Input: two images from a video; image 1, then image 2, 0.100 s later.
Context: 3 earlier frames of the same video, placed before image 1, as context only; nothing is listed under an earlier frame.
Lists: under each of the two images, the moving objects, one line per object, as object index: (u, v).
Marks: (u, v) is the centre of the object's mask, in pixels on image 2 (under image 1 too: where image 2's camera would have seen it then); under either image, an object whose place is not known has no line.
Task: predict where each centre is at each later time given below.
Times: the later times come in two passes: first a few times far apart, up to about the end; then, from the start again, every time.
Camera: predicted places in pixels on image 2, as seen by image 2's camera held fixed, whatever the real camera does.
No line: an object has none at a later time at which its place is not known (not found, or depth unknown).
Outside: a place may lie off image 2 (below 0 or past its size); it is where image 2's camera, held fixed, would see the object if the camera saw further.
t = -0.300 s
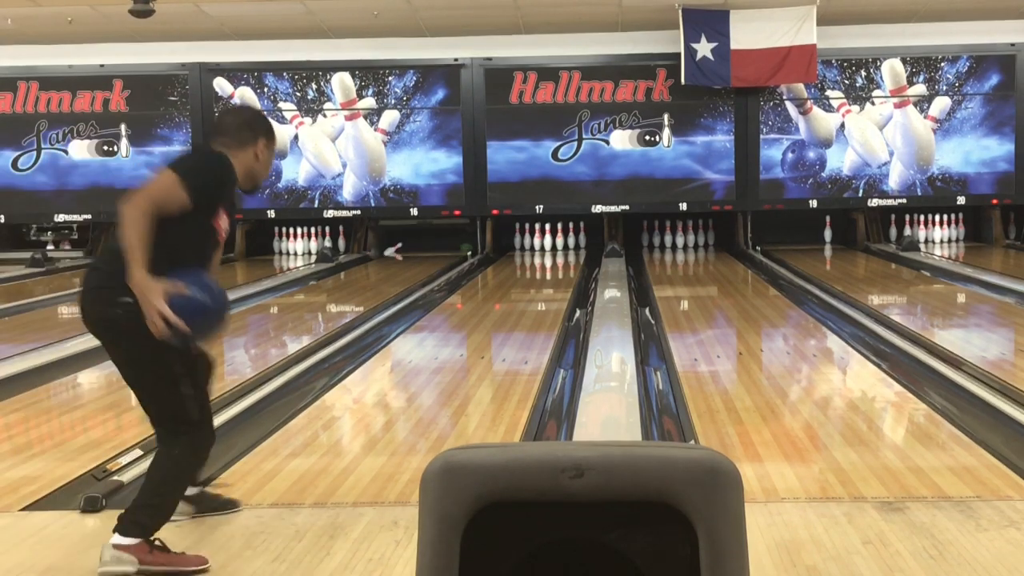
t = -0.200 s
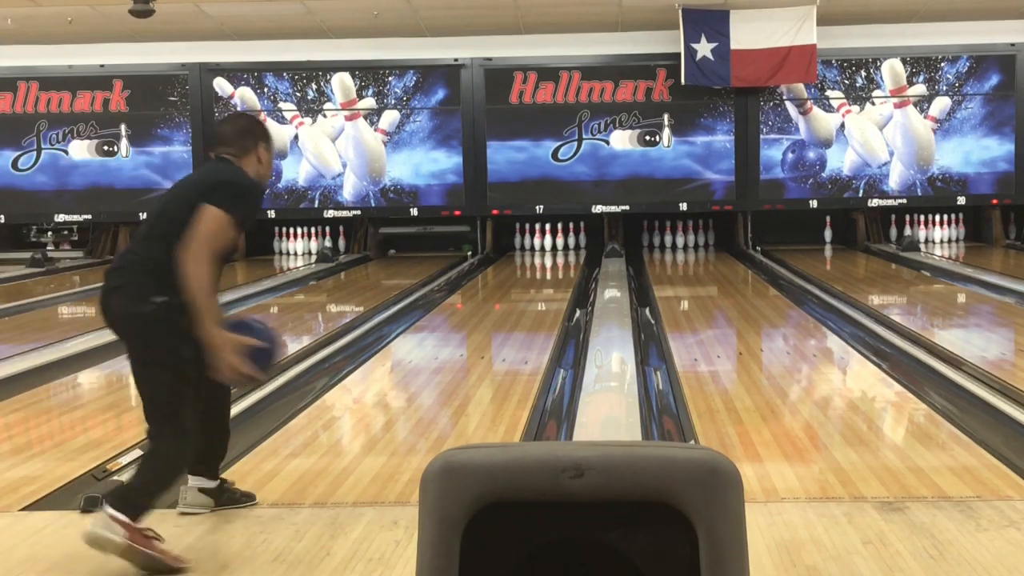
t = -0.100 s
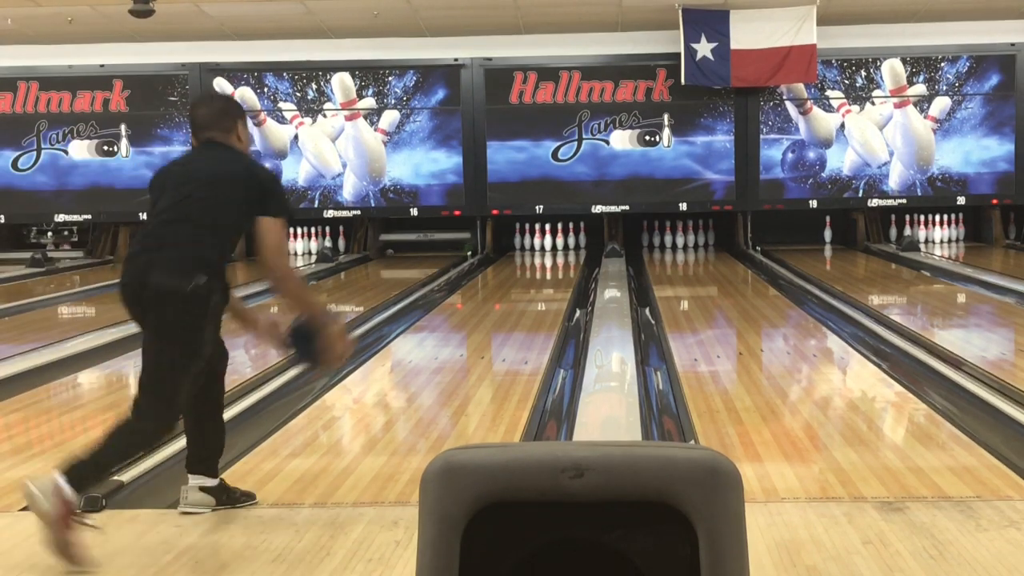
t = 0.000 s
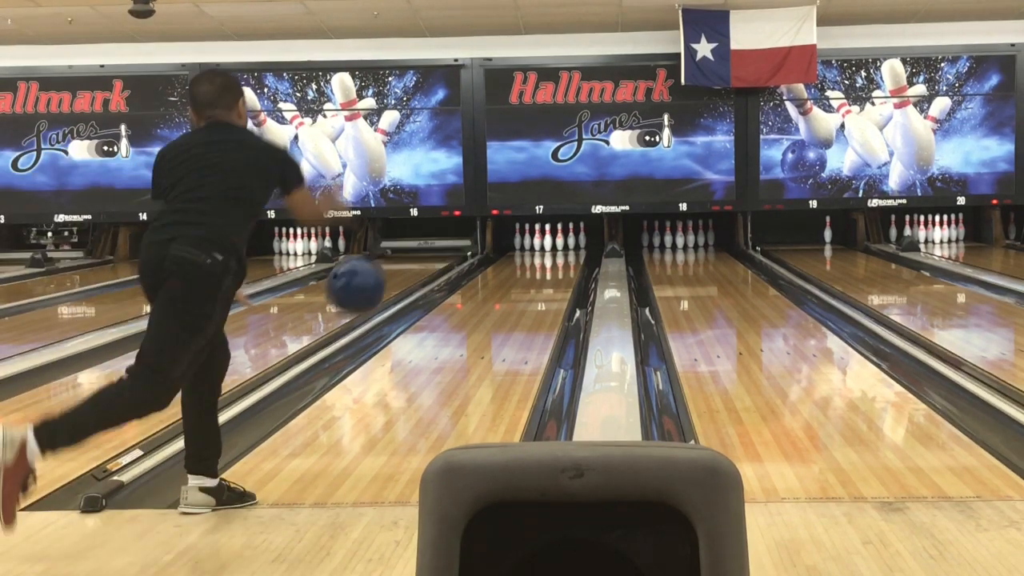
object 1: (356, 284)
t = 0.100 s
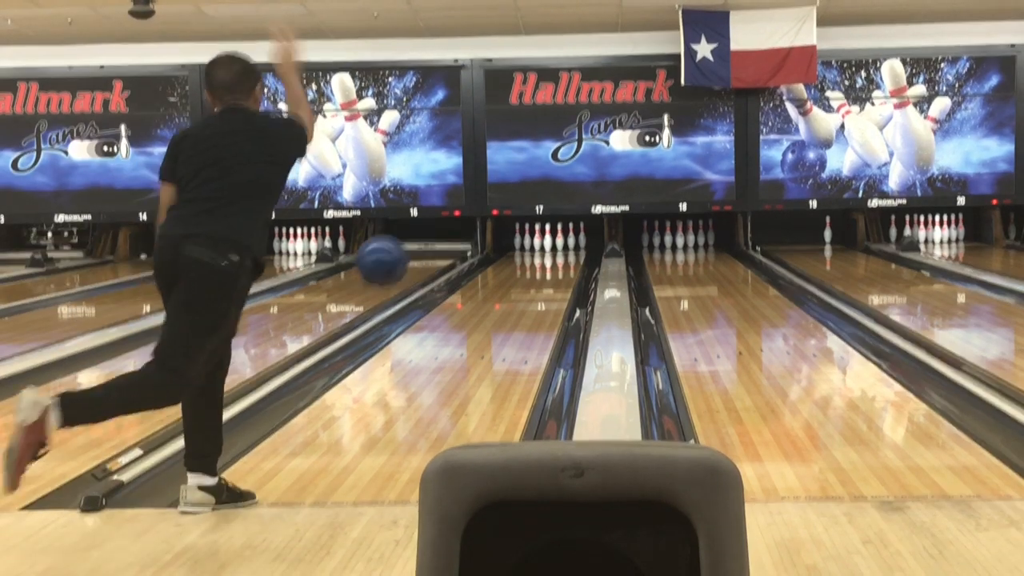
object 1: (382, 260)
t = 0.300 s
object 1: (422, 283)
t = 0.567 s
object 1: (462, 335)
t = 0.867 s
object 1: (489, 314)
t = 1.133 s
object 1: (506, 296)
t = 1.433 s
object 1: (519, 281)
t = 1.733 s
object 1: (529, 270)
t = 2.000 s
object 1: (534, 261)
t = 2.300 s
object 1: (536, 253)
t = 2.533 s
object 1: (535, 249)
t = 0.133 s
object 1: (389, 258)
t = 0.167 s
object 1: (396, 259)
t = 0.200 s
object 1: (403, 262)
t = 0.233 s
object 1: (410, 267)
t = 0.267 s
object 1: (416, 273)
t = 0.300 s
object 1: (422, 283)
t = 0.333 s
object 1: (429, 296)
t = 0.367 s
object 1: (435, 308)
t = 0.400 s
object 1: (439, 321)
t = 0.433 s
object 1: (444, 336)
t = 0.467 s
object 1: (450, 352)
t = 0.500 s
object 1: (454, 345)
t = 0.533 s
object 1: (458, 339)
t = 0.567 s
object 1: (462, 335)
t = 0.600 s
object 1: (465, 332)
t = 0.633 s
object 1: (468, 331)
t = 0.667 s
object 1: (472, 331)
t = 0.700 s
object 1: (475, 327)
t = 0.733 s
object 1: (478, 325)
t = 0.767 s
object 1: (481, 322)
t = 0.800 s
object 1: (484, 319)
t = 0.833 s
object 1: (487, 316)
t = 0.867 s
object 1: (489, 314)
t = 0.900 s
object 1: (491, 312)
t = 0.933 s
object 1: (494, 309)
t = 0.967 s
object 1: (497, 306)
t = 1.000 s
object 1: (499, 304)
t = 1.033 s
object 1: (500, 302)
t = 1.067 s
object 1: (502, 300)
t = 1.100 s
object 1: (504, 298)
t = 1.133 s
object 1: (506, 296)
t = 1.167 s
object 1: (508, 294)
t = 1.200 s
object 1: (510, 292)
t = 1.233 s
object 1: (511, 291)
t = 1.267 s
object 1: (512, 289)
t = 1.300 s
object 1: (514, 288)
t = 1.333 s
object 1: (516, 286)
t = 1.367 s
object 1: (517, 284)
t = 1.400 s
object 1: (518, 283)
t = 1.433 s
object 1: (519, 281)
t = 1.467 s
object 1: (520, 280)
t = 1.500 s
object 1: (522, 279)
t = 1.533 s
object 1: (523, 278)
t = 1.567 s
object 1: (524, 276)
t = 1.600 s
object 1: (525, 275)
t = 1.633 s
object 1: (526, 273)
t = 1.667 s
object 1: (527, 272)
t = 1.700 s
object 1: (527, 271)
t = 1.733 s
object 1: (529, 270)
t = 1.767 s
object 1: (530, 268)
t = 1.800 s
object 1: (531, 267)
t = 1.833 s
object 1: (531, 266)
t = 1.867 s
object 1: (531, 265)
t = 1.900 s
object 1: (532, 264)
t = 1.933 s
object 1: (533, 263)
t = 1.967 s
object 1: (533, 262)
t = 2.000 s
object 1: (534, 261)
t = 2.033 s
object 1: (534, 261)
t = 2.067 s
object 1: (534, 260)
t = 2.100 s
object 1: (534, 258)
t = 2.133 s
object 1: (535, 257)
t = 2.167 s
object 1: (536, 257)
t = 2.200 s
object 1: (536, 256)
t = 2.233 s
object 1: (536, 255)
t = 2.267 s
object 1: (536, 254)
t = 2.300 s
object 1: (536, 253)
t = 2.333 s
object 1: (536, 253)
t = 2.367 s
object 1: (536, 252)
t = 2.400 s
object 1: (536, 252)
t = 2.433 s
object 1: (536, 251)
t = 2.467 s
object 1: (536, 250)
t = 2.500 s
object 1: (535, 249)
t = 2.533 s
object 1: (535, 249)
